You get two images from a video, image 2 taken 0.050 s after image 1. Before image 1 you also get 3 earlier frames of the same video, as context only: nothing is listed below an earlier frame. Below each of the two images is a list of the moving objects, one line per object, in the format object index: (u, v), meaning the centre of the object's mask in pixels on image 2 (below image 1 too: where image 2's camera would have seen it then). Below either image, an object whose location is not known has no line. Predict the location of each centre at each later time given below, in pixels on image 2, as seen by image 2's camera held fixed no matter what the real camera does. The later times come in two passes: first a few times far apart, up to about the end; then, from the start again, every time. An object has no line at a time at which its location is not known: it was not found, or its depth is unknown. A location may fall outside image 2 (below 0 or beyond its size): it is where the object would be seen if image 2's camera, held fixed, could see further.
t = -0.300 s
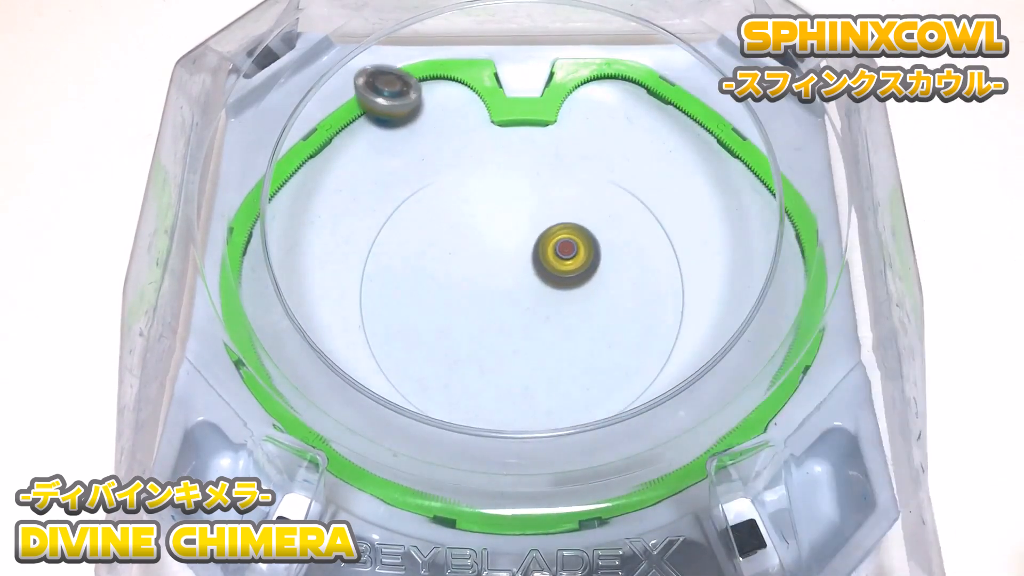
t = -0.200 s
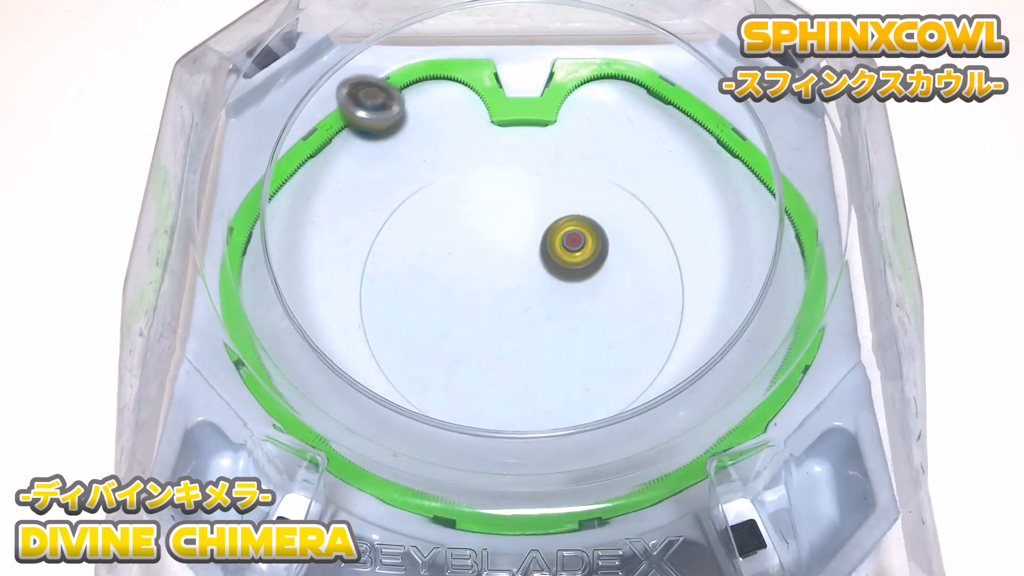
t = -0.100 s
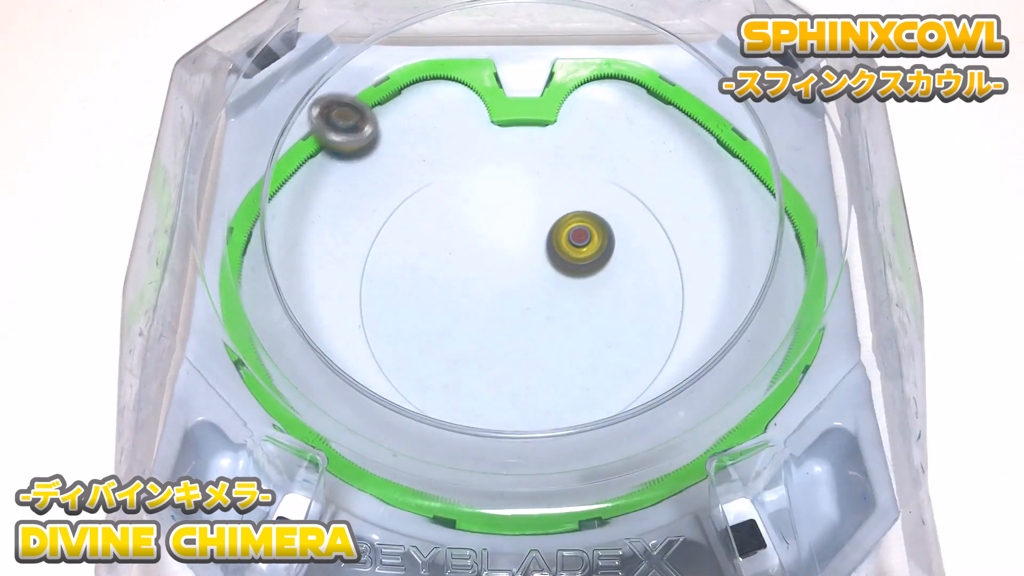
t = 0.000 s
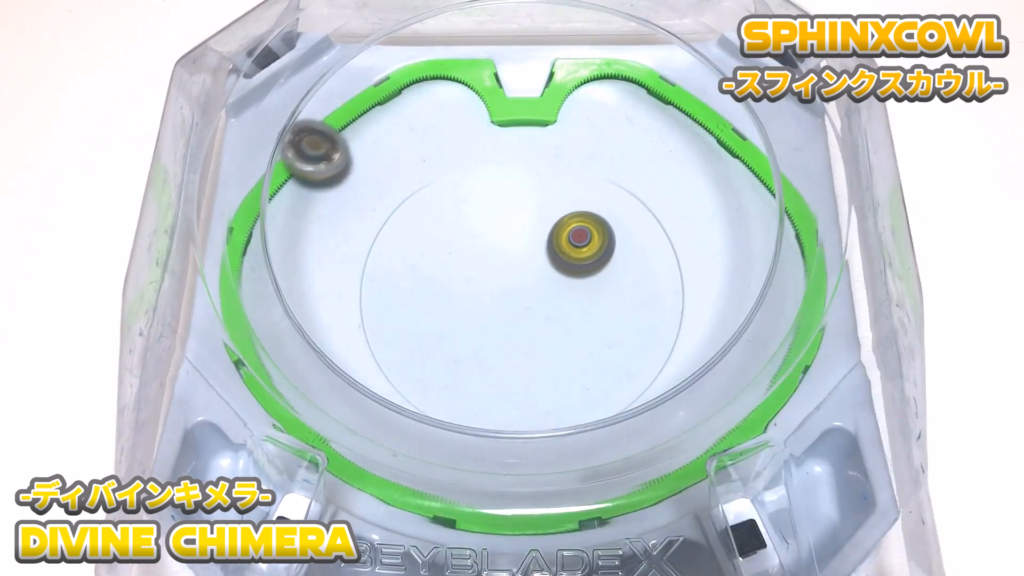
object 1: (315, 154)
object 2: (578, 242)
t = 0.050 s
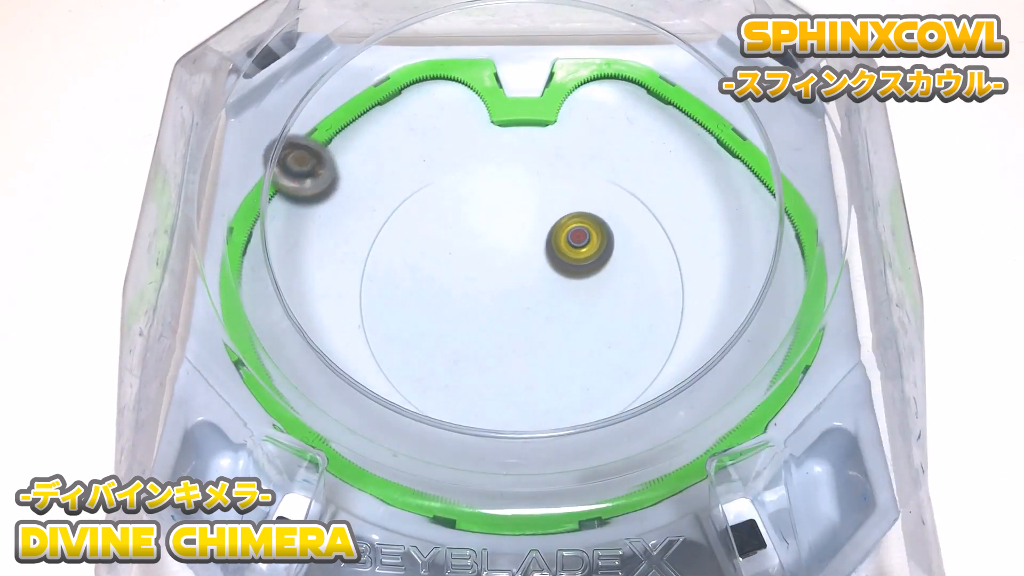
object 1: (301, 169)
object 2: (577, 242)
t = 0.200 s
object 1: (270, 211)
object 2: (573, 249)
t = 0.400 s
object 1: (261, 234)
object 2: (567, 268)
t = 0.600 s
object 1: (284, 189)
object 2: (563, 286)
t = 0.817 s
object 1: (352, 122)
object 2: (556, 306)
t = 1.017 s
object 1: (428, 74)
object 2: (549, 323)
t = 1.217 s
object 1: (453, 92)
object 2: (538, 335)
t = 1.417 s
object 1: (464, 106)
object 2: (527, 343)
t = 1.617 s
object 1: (485, 129)
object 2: (515, 343)
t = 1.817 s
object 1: (539, 214)
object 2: (506, 338)
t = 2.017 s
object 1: (607, 294)
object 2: (496, 328)
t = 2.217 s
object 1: (639, 274)
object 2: (490, 311)
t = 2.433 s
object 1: (599, 220)
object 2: (485, 294)
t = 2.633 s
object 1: (548, 283)
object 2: (480, 279)
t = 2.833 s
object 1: (586, 364)
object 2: (470, 263)
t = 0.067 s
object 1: (301, 176)
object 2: (576, 242)
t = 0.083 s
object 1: (298, 181)
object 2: (576, 243)
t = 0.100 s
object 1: (289, 184)
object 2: (575, 244)
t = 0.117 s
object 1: (286, 189)
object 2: (575, 244)
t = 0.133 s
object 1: (282, 194)
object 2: (574, 244)
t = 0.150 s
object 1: (278, 198)
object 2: (574, 245)
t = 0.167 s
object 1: (275, 203)
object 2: (573, 246)
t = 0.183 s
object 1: (273, 208)
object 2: (573, 248)
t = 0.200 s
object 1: (270, 211)
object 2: (573, 249)
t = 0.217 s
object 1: (268, 215)
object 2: (572, 251)
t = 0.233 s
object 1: (267, 219)
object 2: (572, 252)
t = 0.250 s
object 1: (267, 223)
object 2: (571, 253)
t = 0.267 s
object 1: (267, 226)
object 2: (571, 255)
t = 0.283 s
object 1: (268, 229)
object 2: (570, 256)
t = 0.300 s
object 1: (260, 231)
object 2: (570, 258)
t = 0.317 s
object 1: (260, 232)
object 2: (569, 260)
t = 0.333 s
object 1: (260, 234)
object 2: (569, 261)
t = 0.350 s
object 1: (260, 235)
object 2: (568, 263)
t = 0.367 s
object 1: (260, 235)
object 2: (568, 265)
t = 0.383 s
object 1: (260, 235)
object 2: (568, 266)
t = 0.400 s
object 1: (261, 234)
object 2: (567, 268)
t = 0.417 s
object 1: (260, 231)
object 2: (567, 269)
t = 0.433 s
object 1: (260, 229)
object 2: (566, 271)
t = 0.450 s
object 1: (260, 227)
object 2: (566, 272)
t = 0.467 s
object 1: (267, 223)
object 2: (566, 274)
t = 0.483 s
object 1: (267, 220)
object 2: (565, 276)
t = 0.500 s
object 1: (267, 216)
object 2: (565, 277)
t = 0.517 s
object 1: (268, 211)
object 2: (565, 279)
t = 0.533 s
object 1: (270, 207)
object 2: (564, 280)
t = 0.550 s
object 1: (273, 203)
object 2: (564, 282)
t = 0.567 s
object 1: (276, 198)
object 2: (564, 283)
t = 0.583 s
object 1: (279, 194)
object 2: (563, 285)
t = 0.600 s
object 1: (284, 189)
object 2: (563, 286)
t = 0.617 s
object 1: (289, 185)
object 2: (562, 287)
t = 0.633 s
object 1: (298, 182)
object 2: (561, 289)
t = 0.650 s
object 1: (301, 177)
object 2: (561, 291)
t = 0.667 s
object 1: (305, 171)
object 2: (560, 292)
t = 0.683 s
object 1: (306, 164)
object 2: (560, 294)
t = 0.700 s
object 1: (313, 160)
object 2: (559, 296)
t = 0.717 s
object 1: (317, 154)
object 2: (559, 297)
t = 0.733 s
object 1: (322, 148)
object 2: (558, 299)
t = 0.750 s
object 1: (327, 142)
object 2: (558, 300)
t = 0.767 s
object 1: (333, 137)
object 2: (557, 302)
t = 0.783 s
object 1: (339, 132)
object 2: (557, 303)
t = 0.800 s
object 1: (345, 127)
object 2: (556, 305)
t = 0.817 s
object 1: (352, 122)
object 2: (556, 306)
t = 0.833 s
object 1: (358, 117)
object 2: (555, 308)
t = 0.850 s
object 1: (364, 112)
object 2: (555, 310)
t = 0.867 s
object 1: (371, 108)
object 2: (554, 311)
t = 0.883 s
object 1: (377, 103)
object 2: (554, 313)
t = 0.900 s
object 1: (384, 99)
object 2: (553, 314)
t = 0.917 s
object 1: (390, 95)
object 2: (553, 315)
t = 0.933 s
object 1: (396, 90)
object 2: (552, 317)
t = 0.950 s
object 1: (403, 86)
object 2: (551, 318)
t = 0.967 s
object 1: (410, 83)
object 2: (551, 319)
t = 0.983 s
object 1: (417, 80)
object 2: (550, 321)
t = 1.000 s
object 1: (423, 76)
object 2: (550, 322)
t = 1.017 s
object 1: (428, 74)
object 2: (549, 323)
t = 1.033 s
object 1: (432, 75)
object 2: (548, 325)
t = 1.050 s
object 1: (435, 76)
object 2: (548, 325)
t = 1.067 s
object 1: (438, 79)
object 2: (547, 327)
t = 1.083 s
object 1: (441, 80)
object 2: (546, 328)
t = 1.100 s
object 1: (443, 82)
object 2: (545, 329)
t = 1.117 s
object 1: (446, 83)
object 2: (544, 330)
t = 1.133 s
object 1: (448, 85)
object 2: (543, 331)
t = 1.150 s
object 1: (449, 86)
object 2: (542, 331)
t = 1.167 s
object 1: (450, 88)
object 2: (541, 332)
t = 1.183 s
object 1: (452, 89)
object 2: (540, 333)
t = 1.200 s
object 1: (453, 91)
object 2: (539, 334)
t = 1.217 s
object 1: (453, 92)
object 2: (538, 335)
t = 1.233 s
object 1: (454, 94)
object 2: (537, 335)
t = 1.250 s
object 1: (455, 95)
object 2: (536, 337)
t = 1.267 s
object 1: (456, 96)
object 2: (536, 338)
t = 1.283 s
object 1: (456, 98)
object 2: (535, 338)
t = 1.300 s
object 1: (457, 99)
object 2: (534, 339)
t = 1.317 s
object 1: (458, 100)
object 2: (533, 340)
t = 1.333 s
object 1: (458, 101)
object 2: (532, 341)
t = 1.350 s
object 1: (459, 102)
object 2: (531, 341)
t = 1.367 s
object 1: (460, 103)
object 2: (530, 342)
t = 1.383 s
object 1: (461, 104)
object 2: (529, 342)
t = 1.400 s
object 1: (463, 105)
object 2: (528, 342)
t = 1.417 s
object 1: (464, 106)
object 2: (527, 343)
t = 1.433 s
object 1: (465, 107)
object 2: (526, 343)
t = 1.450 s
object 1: (467, 108)
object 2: (525, 343)
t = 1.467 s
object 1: (468, 109)
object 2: (524, 344)
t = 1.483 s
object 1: (470, 110)
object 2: (523, 344)
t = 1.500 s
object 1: (472, 111)
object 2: (522, 344)
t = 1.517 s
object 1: (474, 113)
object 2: (521, 344)
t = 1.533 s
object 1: (475, 115)
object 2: (520, 344)
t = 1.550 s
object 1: (477, 117)
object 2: (519, 344)
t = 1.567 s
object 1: (479, 120)
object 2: (518, 344)
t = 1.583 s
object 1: (481, 123)
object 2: (517, 344)
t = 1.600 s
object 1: (483, 125)
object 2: (516, 344)
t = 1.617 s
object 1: (485, 129)
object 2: (515, 343)
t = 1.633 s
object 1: (487, 133)
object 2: (514, 343)
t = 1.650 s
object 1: (490, 138)
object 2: (513, 343)
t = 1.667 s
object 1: (493, 142)
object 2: (512, 342)
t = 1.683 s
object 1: (497, 147)
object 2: (513, 343)
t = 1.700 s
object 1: (501, 153)
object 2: (512, 343)
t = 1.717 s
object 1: (506, 160)
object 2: (511, 342)
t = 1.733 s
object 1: (510, 166)
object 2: (510, 341)
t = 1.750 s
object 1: (516, 175)
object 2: (509, 341)
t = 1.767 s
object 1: (521, 184)
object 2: (508, 340)
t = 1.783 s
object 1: (527, 194)
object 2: (505, 338)
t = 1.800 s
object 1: (533, 204)
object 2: (506, 339)
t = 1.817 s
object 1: (539, 214)
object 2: (506, 338)
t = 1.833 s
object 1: (545, 224)
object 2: (505, 338)
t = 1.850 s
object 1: (551, 233)
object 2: (504, 336)
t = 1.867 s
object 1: (557, 242)
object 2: (503, 336)
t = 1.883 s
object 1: (563, 251)
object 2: (500, 334)
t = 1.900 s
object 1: (569, 259)
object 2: (499, 333)
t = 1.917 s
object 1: (575, 266)
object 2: (498, 332)
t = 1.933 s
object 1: (581, 272)
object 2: (500, 332)
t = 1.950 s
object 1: (587, 278)
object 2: (497, 330)
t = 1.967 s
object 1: (592, 283)
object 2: (496, 330)
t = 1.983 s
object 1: (598, 287)
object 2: (497, 330)
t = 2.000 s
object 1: (603, 291)
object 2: (495, 328)
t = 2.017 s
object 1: (607, 294)
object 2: (496, 328)
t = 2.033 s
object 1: (612, 296)
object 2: (494, 326)
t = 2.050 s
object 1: (617, 297)
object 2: (493, 325)
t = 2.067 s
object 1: (620, 297)
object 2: (493, 323)
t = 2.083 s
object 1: (624, 297)
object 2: (493, 322)
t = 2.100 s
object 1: (627, 296)
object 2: (492, 321)
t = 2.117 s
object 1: (630, 295)
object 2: (492, 319)
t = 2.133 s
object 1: (633, 293)
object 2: (491, 318)
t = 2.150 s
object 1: (635, 290)
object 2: (493, 318)
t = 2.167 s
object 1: (636, 287)
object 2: (491, 315)
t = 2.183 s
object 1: (638, 283)
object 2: (491, 314)
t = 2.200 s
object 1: (639, 279)
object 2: (490, 312)
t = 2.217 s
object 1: (639, 274)
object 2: (490, 311)
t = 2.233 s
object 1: (640, 269)
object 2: (490, 310)
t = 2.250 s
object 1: (640, 264)
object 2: (489, 309)
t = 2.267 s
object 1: (638, 259)
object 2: (489, 307)
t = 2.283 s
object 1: (637, 253)
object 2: (488, 306)
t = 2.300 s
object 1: (635, 247)
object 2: (490, 306)
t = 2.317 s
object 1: (632, 242)
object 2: (488, 303)
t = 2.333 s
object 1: (629, 237)
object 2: (487, 302)
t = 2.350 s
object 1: (624, 233)
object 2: (487, 301)
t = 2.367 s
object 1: (620, 229)
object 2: (488, 301)
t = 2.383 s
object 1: (615, 225)
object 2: (488, 299)
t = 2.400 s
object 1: (610, 223)
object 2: (488, 298)
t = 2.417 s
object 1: (604, 221)
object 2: (485, 295)
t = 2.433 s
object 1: (599, 220)
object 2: (485, 294)
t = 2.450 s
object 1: (594, 221)
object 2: (485, 292)
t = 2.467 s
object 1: (589, 222)
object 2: (484, 291)
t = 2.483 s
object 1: (583, 224)
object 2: (486, 291)
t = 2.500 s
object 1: (578, 228)
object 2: (486, 290)
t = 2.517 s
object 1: (573, 233)
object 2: (483, 287)
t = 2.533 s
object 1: (568, 238)
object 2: (483, 286)
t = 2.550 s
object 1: (563, 244)
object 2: (483, 285)
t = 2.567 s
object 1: (559, 251)
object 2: (483, 283)
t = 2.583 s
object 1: (554, 259)
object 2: (482, 282)
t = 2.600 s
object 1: (551, 266)
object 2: (484, 282)
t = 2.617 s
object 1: (548, 274)
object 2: (483, 281)
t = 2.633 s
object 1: (548, 283)
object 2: (480, 279)
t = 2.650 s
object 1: (550, 292)
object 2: (478, 277)
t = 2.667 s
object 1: (552, 301)
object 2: (475, 275)
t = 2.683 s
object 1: (554, 310)
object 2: (474, 272)
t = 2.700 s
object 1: (557, 318)
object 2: (473, 271)
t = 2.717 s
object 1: (559, 326)
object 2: (472, 269)
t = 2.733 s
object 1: (563, 334)
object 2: (471, 268)
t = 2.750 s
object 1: (566, 341)
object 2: (469, 265)
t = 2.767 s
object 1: (569, 346)
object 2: (470, 265)
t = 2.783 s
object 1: (573, 353)
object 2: (470, 265)
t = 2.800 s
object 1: (577, 357)
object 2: (470, 264)
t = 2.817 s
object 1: (581, 361)
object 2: (470, 263)
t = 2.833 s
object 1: (586, 364)
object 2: (470, 263)
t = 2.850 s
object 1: (590, 366)
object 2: (470, 262)
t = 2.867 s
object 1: (594, 367)
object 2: (470, 262)
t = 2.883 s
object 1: (599, 367)
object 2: (471, 261)
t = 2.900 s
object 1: (603, 366)
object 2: (469, 260)
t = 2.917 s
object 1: (607, 364)
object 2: (469, 259)
